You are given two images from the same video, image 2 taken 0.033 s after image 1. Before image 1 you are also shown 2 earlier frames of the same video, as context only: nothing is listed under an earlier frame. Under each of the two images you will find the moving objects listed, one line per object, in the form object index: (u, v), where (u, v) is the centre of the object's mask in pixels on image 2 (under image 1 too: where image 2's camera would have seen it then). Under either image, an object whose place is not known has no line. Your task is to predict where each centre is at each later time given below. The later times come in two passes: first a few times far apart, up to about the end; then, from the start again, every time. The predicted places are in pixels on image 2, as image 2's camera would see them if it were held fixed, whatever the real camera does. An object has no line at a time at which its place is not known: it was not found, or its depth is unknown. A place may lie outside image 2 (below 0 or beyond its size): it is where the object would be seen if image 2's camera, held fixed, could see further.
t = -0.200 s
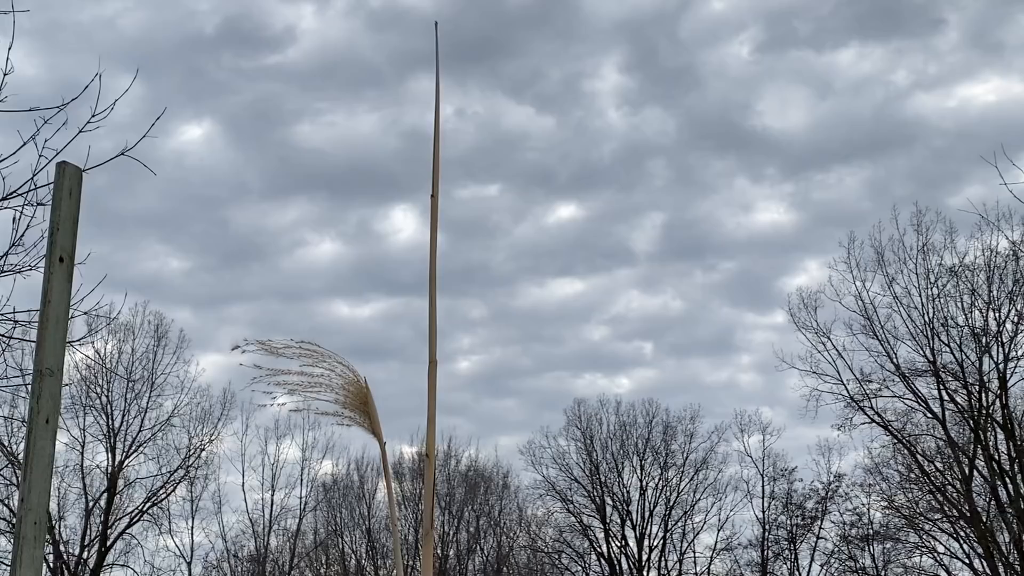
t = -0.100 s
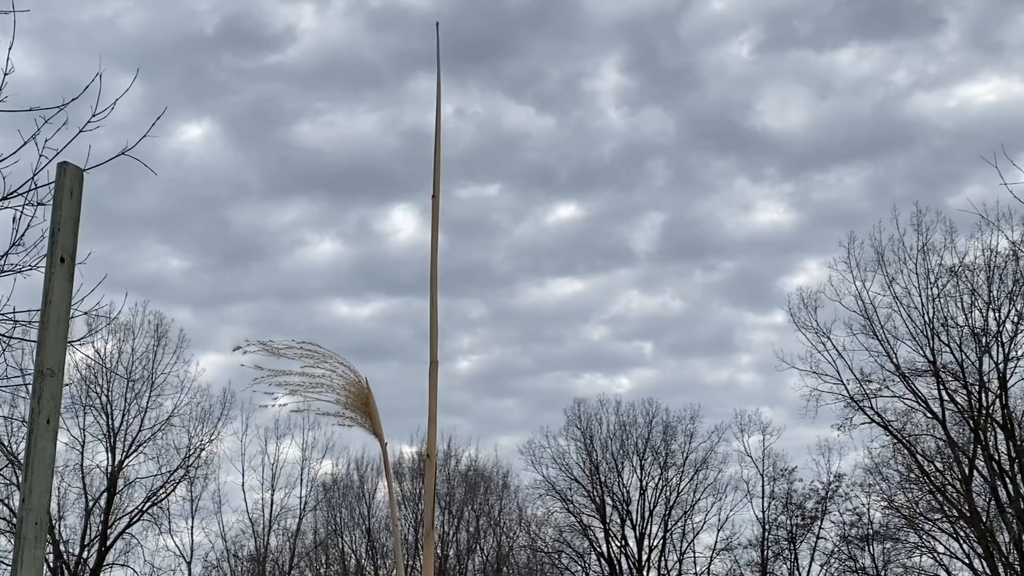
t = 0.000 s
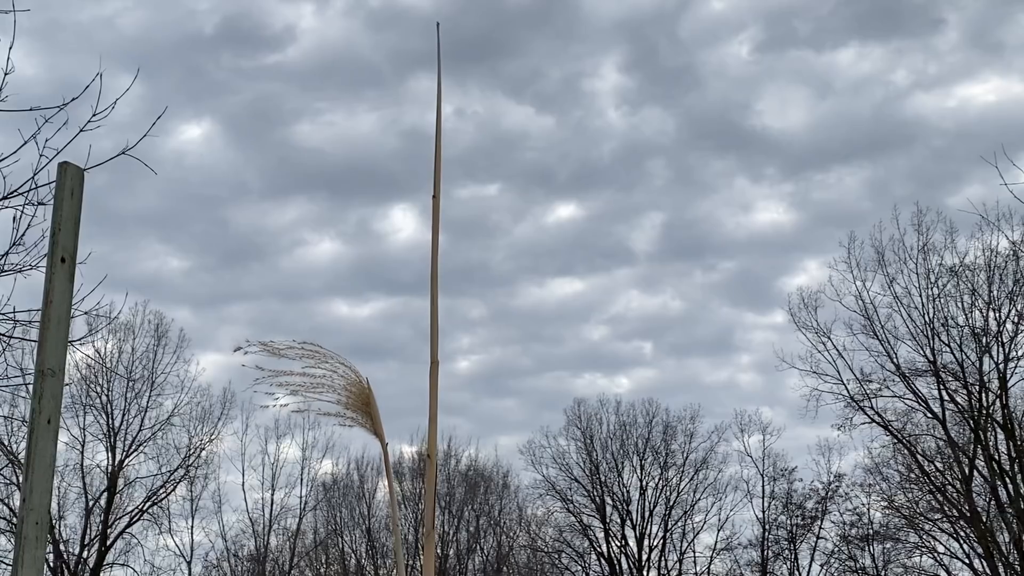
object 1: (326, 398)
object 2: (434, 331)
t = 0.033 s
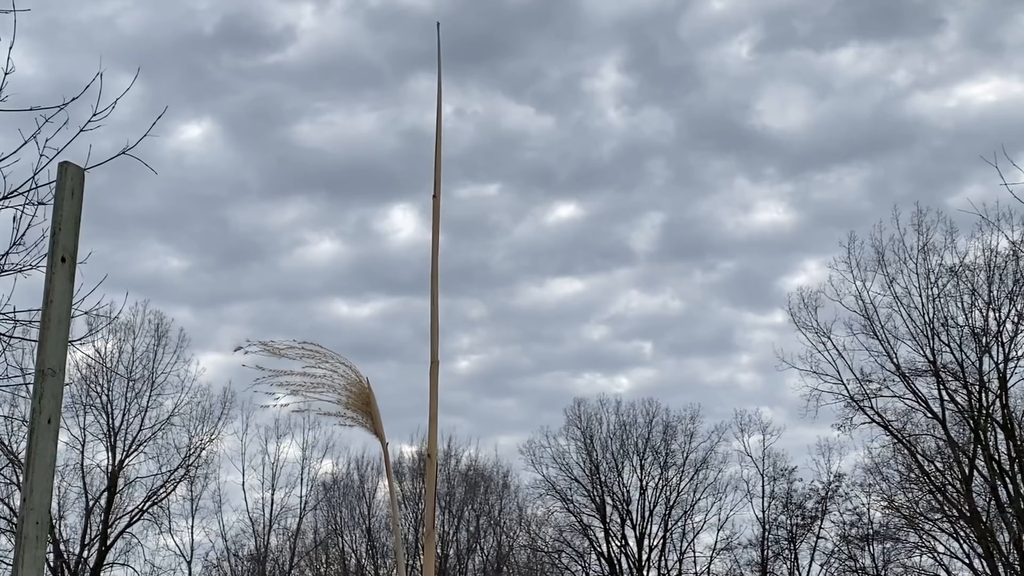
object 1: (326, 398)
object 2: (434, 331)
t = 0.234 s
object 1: (327, 397)
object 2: (435, 331)
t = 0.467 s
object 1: (330, 397)
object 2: (438, 332)
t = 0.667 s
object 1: (330, 396)
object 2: (438, 331)
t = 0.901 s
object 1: (329, 395)
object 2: (438, 328)
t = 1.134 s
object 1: (327, 395)
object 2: (437, 328)
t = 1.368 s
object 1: (326, 394)
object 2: (436, 327)
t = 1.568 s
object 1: (325, 393)
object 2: (435, 325)
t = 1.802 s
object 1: (326, 393)
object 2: (434, 320)
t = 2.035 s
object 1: (329, 393)
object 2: (435, 322)
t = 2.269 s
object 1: (326, 390)
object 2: (433, 317)
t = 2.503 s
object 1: (325, 392)
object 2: (434, 319)
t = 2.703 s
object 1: (327, 393)
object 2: (433, 322)
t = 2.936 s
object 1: (327, 393)
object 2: (432, 320)
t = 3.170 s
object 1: (328, 392)
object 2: (431, 322)
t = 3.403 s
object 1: (330, 395)
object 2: (430, 322)
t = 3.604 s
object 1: (332, 398)
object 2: (427, 324)
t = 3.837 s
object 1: (328, 396)
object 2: (426, 325)
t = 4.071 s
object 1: (324, 395)
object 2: (425, 322)
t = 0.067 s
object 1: (326, 398)
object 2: (434, 331)
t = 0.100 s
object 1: (326, 398)
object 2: (435, 331)
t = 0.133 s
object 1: (326, 398)
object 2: (435, 332)
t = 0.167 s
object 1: (327, 397)
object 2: (435, 331)
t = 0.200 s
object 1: (327, 397)
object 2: (435, 330)
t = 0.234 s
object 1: (327, 397)
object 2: (435, 331)
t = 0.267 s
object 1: (328, 396)
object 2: (436, 331)
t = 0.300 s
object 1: (328, 396)
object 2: (436, 331)
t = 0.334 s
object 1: (329, 397)
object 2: (437, 332)
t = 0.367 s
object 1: (329, 396)
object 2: (437, 333)
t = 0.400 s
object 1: (330, 397)
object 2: (438, 332)
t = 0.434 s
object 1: (330, 397)
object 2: (438, 331)
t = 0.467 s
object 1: (330, 397)
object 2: (438, 332)
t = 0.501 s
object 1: (330, 397)
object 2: (438, 331)
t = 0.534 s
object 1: (330, 397)
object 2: (438, 331)
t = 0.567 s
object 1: (330, 396)
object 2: (438, 331)
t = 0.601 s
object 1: (330, 396)
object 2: (438, 331)
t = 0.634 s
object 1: (330, 396)
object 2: (438, 331)
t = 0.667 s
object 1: (330, 396)
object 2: (438, 331)
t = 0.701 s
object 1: (329, 396)
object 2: (437, 330)
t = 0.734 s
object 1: (329, 396)
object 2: (438, 329)
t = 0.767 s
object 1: (329, 396)
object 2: (438, 329)
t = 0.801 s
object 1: (329, 396)
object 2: (438, 330)
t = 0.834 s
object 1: (329, 396)
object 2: (438, 330)
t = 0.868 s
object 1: (329, 395)
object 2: (438, 329)
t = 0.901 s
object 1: (329, 395)
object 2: (438, 328)
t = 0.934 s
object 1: (329, 395)
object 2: (438, 328)
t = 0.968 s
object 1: (328, 395)
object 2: (438, 329)
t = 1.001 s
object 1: (328, 395)
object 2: (438, 328)
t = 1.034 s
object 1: (328, 395)
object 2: (437, 327)
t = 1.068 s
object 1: (328, 395)
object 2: (437, 327)
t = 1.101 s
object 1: (327, 395)
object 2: (437, 328)
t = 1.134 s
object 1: (327, 395)
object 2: (437, 328)
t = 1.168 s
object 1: (327, 395)
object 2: (436, 328)
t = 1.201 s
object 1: (327, 395)
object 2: (436, 328)
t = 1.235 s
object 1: (328, 395)
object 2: (436, 328)
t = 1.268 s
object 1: (327, 395)
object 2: (436, 327)
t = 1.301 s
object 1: (327, 396)
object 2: (436, 327)
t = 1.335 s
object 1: (327, 395)
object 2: (436, 328)
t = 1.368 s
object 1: (326, 394)
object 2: (436, 327)
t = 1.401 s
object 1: (326, 394)
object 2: (436, 327)
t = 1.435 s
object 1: (326, 394)
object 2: (436, 326)
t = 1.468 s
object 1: (326, 393)
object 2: (436, 328)
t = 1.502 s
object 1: (326, 393)
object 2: (436, 327)
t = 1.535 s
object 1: (325, 393)
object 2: (436, 328)
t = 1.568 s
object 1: (325, 393)
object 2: (435, 325)
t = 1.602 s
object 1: (325, 392)
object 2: (435, 324)
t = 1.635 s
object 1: (325, 392)
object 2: (435, 323)
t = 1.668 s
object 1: (325, 392)
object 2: (434, 322)
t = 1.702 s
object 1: (325, 392)
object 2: (434, 321)
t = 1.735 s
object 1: (325, 393)
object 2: (434, 319)
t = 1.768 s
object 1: (325, 393)
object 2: (434, 320)
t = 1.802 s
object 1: (326, 393)
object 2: (434, 320)
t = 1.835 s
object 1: (326, 393)
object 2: (434, 321)
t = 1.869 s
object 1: (326, 392)
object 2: (435, 321)
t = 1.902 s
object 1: (326, 392)
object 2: (435, 321)
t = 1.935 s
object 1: (327, 392)
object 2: (435, 321)
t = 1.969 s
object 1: (327, 393)
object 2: (435, 321)
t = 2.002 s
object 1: (328, 393)
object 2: (435, 322)
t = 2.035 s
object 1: (329, 393)
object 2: (435, 322)
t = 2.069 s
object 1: (328, 393)
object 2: (435, 321)
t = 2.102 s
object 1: (327, 392)
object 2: (434, 322)
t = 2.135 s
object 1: (328, 391)
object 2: (434, 323)
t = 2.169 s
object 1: (326, 391)
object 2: (434, 321)
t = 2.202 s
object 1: (326, 390)
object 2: (433, 319)
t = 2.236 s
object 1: (326, 390)
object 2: (433, 318)
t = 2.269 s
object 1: (326, 390)
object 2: (433, 317)
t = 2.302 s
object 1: (325, 390)
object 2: (433, 317)
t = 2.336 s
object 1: (325, 391)
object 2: (433, 318)
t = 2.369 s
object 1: (326, 392)
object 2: (434, 318)
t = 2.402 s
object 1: (326, 392)
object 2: (434, 318)
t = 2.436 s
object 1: (326, 392)
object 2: (434, 318)
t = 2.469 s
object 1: (326, 392)
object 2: (434, 318)
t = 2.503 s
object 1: (325, 392)
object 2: (434, 319)
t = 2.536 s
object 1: (326, 392)
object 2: (434, 320)
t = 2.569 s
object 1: (326, 392)
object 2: (434, 321)
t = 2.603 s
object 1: (326, 393)
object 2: (433, 321)
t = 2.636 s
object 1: (327, 393)
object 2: (433, 321)
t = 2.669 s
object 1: (327, 393)
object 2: (433, 321)
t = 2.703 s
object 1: (327, 393)
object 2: (433, 322)
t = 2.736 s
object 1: (327, 392)
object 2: (432, 320)
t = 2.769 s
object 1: (327, 392)
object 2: (432, 320)
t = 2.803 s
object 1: (327, 392)
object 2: (432, 320)
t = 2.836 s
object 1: (328, 392)
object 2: (432, 319)
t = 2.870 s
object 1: (328, 392)
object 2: (432, 319)
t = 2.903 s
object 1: (327, 393)
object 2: (432, 320)
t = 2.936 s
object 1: (327, 393)
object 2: (432, 320)
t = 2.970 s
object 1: (328, 394)
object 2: (431, 320)
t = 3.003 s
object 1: (329, 394)
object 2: (431, 320)
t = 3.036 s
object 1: (329, 394)
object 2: (431, 321)
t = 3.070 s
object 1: (327, 392)
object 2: (431, 321)
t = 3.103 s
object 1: (327, 392)
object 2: (431, 322)
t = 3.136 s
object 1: (327, 391)
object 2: (431, 322)
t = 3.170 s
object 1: (328, 392)
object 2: (431, 322)
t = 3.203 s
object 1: (329, 392)
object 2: (431, 323)
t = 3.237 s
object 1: (329, 392)
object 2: (431, 322)
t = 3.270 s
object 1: (329, 393)
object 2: (430, 323)
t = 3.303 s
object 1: (330, 393)
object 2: (430, 323)
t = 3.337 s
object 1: (331, 394)
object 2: (430, 323)
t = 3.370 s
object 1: (331, 396)
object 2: (430, 323)
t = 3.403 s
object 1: (330, 395)
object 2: (430, 322)
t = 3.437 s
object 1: (332, 397)
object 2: (429, 322)
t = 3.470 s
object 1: (331, 398)
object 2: (429, 323)
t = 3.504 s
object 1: (331, 397)
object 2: (429, 325)
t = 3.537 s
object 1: (331, 397)
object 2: (428, 323)
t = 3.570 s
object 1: (331, 397)
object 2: (428, 323)
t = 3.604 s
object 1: (332, 398)
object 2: (427, 324)
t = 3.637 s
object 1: (331, 398)
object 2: (427, 325)
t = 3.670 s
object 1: (330, 398)
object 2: (427, 326)
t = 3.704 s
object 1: (330, 397)
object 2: (426, 326)
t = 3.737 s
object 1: (329, 397)
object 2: (426, 326)
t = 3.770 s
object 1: (328, 396)
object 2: (426, 325)
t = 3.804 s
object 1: (327, 396)
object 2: (426, 325)
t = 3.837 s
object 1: (328, 396)
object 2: (426, 325)
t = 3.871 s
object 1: (327, 396)
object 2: (426, 325)
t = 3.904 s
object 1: (326, 396)
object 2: (426, 323)
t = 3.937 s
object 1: (324, 396)
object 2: (425, 323)
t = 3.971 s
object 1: (325, 396)
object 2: (425, 323)
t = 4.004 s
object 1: (325, 395)
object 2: (425, 322)
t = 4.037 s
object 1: (324, 396)
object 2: (425, 321)
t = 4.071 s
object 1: (324, 395)
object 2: (425, 322)
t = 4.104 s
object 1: (323, 395)
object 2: (425, 322)
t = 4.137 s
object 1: (323, 395)
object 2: (424, 323)
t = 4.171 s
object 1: (323, 395)
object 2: (425, 323)
